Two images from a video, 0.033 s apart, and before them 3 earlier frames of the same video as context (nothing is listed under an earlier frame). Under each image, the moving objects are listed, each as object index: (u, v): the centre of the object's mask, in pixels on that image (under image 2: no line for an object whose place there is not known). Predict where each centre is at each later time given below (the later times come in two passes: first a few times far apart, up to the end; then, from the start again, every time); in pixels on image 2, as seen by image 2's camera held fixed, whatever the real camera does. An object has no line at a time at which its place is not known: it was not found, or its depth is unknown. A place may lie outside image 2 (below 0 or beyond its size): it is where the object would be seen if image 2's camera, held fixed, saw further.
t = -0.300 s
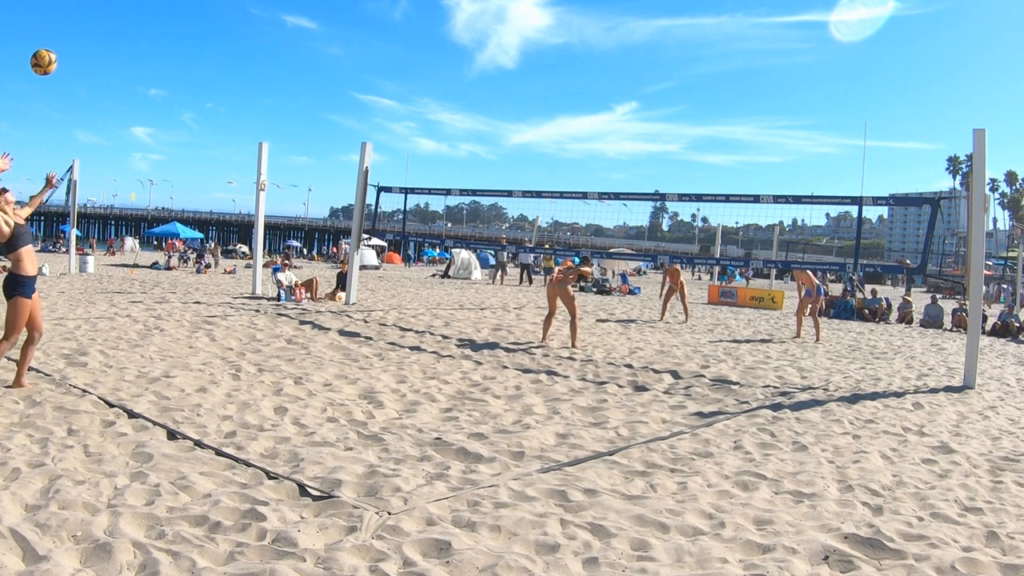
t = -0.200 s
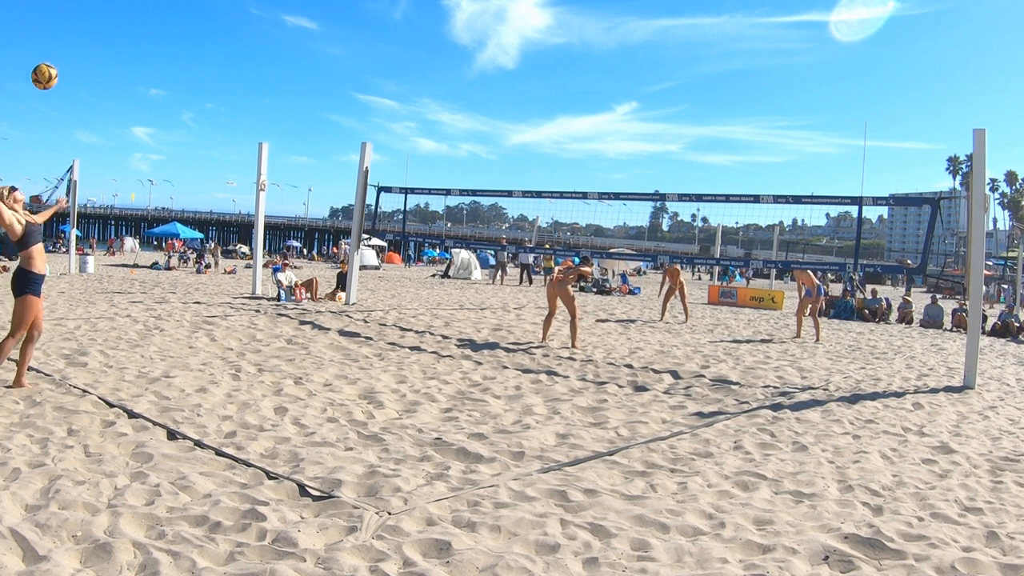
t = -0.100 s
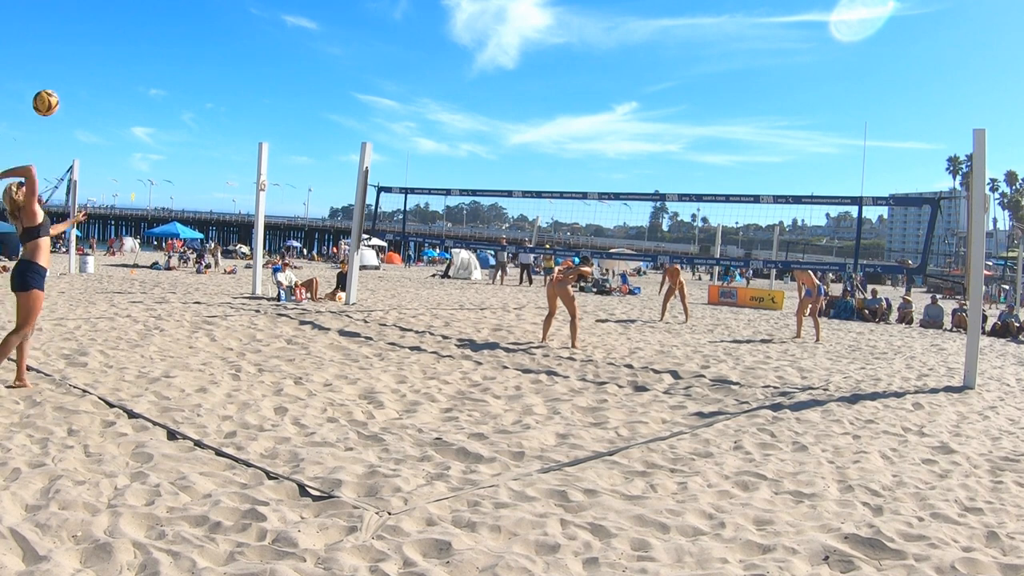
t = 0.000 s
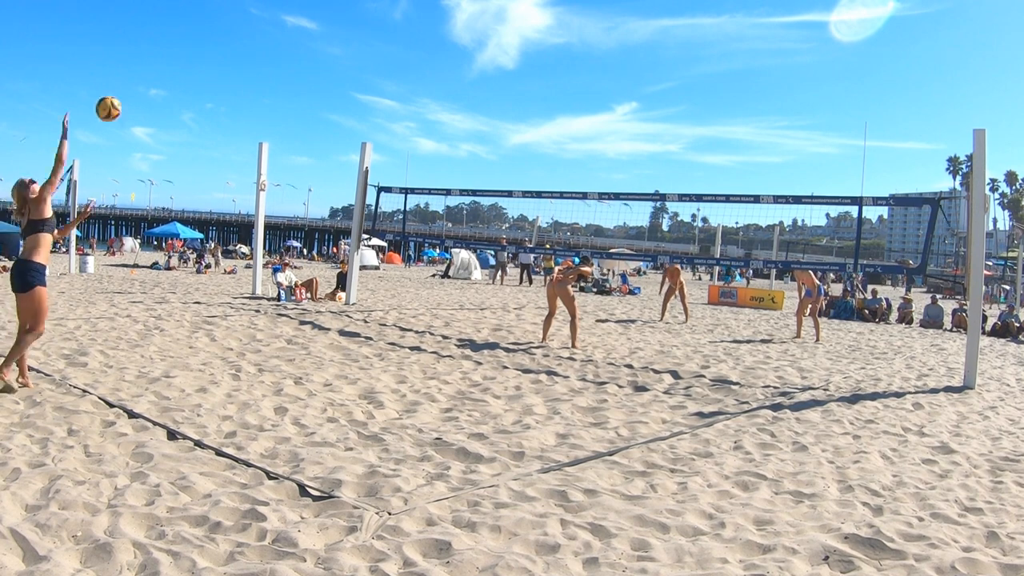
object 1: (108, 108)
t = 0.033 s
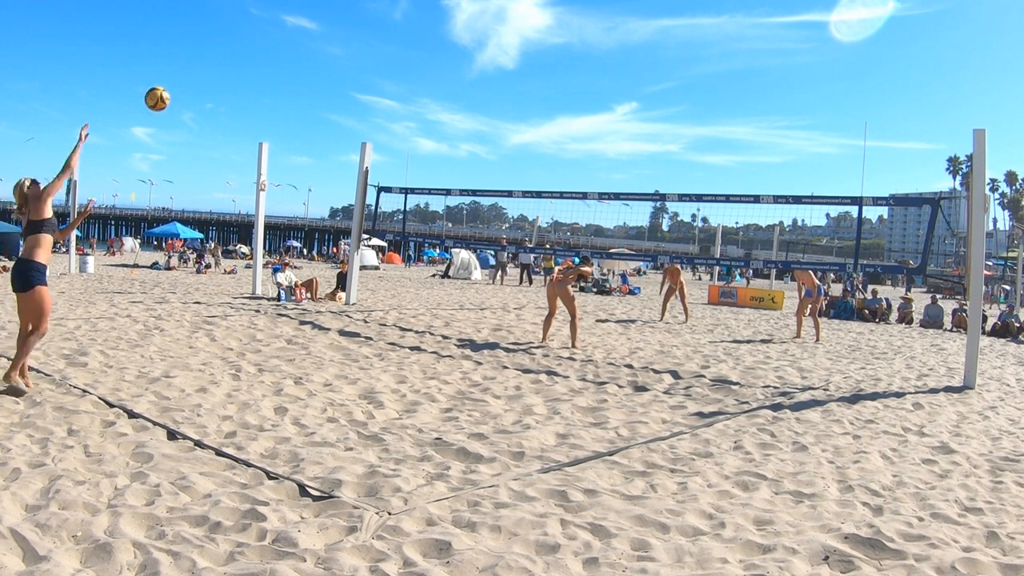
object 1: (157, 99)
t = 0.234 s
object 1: (397, 79)
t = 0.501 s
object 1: (601, 122)
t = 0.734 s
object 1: (708, 186)
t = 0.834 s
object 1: (742, 218)
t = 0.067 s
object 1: (203, 91)
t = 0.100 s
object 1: (247, 85)
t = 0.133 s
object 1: (288, 81)
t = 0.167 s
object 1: (327, 79)
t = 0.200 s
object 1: (363, 78)
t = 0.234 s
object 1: (397, 79)
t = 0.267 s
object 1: (429, 81)
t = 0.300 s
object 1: (459, 84)
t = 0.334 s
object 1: (487, 88)
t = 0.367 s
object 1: (514, 94)
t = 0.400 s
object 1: (538, 100)
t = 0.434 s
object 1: (560, 106)
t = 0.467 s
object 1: (581, 114)
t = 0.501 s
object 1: (601, 122)
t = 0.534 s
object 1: (619, 130)
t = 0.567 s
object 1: (636, 139)
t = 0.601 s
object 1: (653, 147)
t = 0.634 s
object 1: (667, 157)
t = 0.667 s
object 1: (682, 166)
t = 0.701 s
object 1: (695, 176)
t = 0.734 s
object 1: (708, 186)
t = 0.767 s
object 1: (719, 194)
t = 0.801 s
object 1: (731, 208)
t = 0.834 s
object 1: (742, 218)
